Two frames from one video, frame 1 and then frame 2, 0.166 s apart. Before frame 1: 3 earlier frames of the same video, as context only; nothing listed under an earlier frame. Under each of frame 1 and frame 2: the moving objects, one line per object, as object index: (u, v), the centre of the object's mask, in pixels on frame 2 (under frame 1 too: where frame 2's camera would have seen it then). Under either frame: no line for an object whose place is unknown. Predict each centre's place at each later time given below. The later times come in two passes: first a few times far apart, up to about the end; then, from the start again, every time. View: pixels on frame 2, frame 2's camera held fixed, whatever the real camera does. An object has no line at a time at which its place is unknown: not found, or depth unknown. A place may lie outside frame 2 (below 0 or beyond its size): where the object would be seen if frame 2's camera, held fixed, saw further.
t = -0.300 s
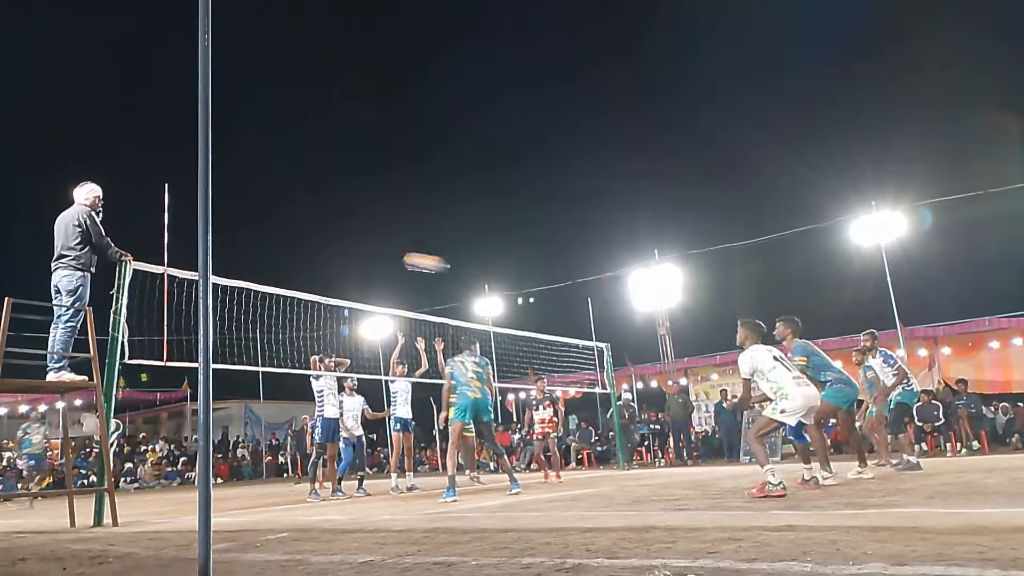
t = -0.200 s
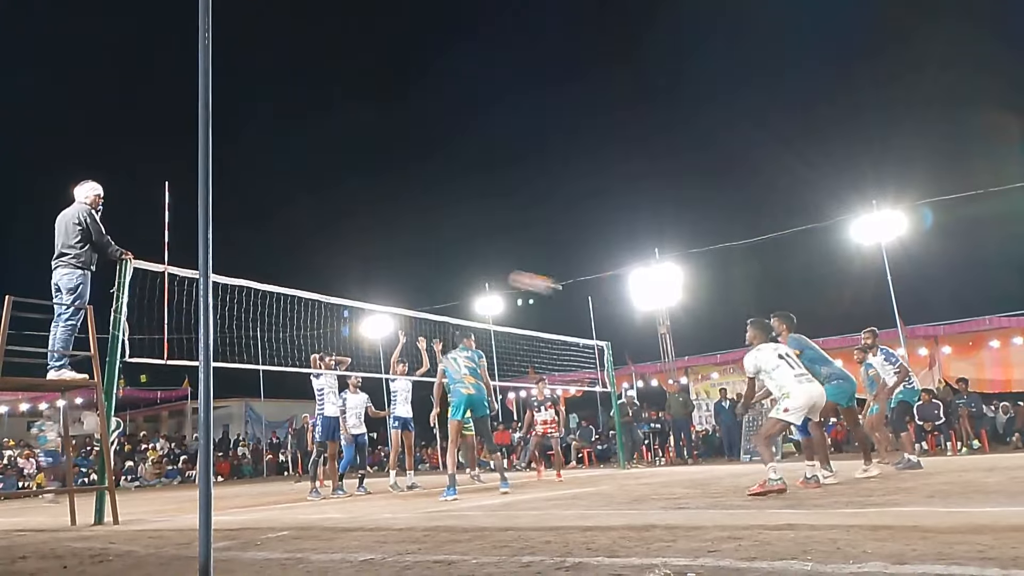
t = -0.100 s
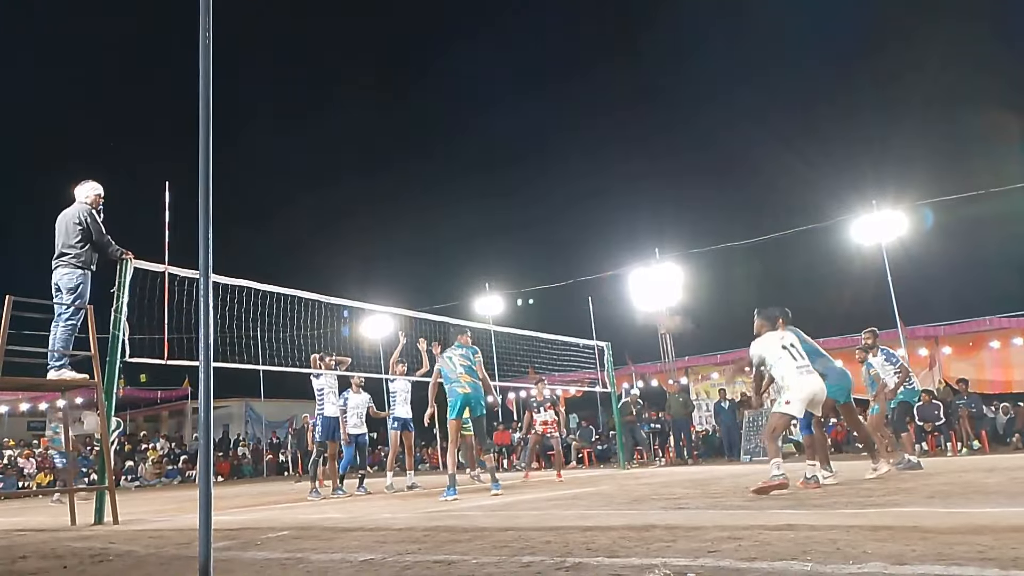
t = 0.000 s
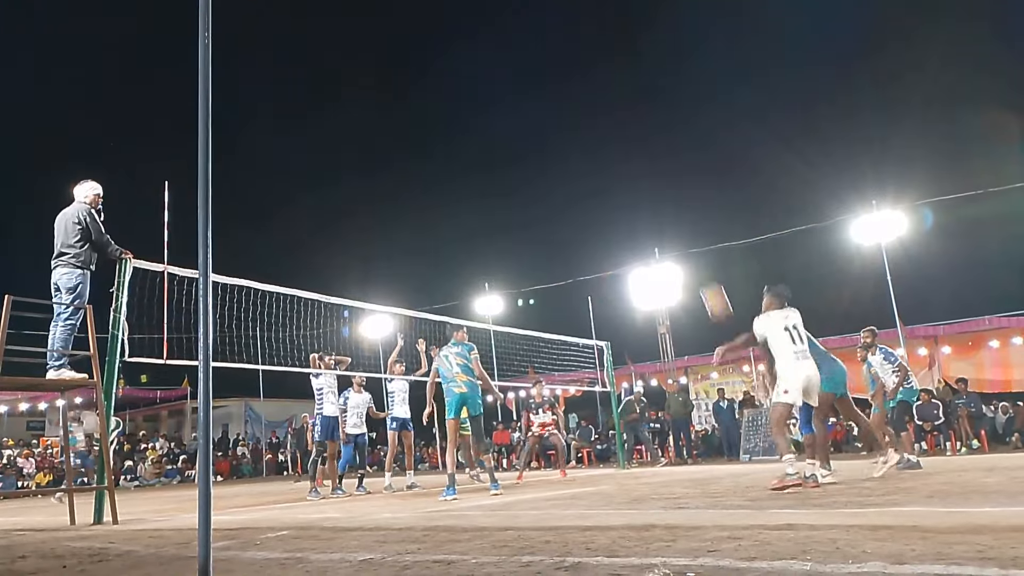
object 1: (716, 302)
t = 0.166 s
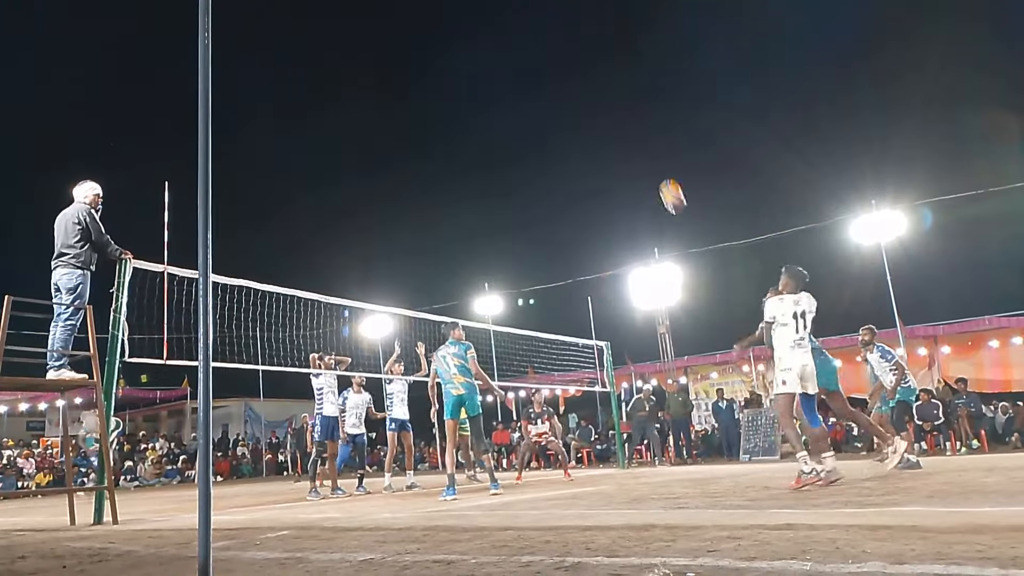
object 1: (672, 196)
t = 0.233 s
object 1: (659, 165)
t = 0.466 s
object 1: (621, 97)
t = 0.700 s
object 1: (595, 79)
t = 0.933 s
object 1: (576, 100)
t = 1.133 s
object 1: (564, 146)
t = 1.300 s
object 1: (556, 200)
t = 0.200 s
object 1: (665, 180)
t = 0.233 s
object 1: (659, 165)
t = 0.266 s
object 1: (652, 152)
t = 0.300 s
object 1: (646, 140)
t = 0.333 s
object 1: (641, 129)
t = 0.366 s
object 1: (635, 119)
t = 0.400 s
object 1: (630, 111)
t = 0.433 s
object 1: (626, 104)
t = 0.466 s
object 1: (621, 97)
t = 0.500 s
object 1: (617, 92)
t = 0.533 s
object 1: (613, 87)
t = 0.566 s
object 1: (609, 84)
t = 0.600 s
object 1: (605, 82)
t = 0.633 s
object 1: (602, 80)
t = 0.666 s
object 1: (598, 79)
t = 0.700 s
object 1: (595, 79)
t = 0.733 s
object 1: (592, 80)
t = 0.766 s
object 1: (589, 82)
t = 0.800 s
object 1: (586, 84)
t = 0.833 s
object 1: (584, 87)
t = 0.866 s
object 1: (581, 91)
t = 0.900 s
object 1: (578, 96)
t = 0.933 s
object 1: (576, 100)
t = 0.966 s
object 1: (574, 106)
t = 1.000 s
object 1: (572, 113)
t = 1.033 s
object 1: (570, 120)
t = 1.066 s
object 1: (568, 128)
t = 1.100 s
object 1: (566, 137)
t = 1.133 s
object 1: (564, 146)
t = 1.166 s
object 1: (562, 156)
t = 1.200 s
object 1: (561, 166)
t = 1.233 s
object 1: (559, 177)
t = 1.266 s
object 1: (558, 188)
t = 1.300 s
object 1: (556, 200)
